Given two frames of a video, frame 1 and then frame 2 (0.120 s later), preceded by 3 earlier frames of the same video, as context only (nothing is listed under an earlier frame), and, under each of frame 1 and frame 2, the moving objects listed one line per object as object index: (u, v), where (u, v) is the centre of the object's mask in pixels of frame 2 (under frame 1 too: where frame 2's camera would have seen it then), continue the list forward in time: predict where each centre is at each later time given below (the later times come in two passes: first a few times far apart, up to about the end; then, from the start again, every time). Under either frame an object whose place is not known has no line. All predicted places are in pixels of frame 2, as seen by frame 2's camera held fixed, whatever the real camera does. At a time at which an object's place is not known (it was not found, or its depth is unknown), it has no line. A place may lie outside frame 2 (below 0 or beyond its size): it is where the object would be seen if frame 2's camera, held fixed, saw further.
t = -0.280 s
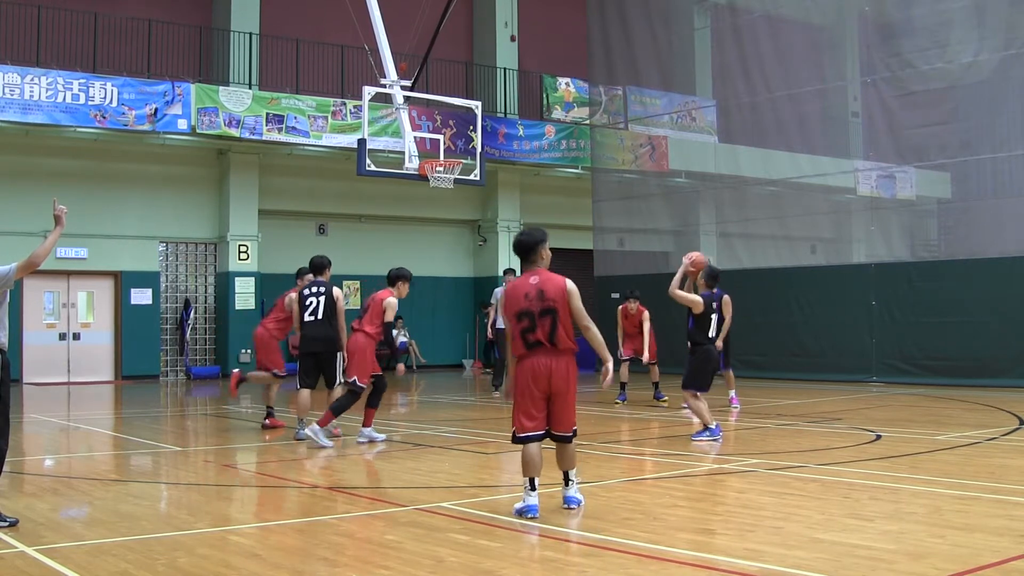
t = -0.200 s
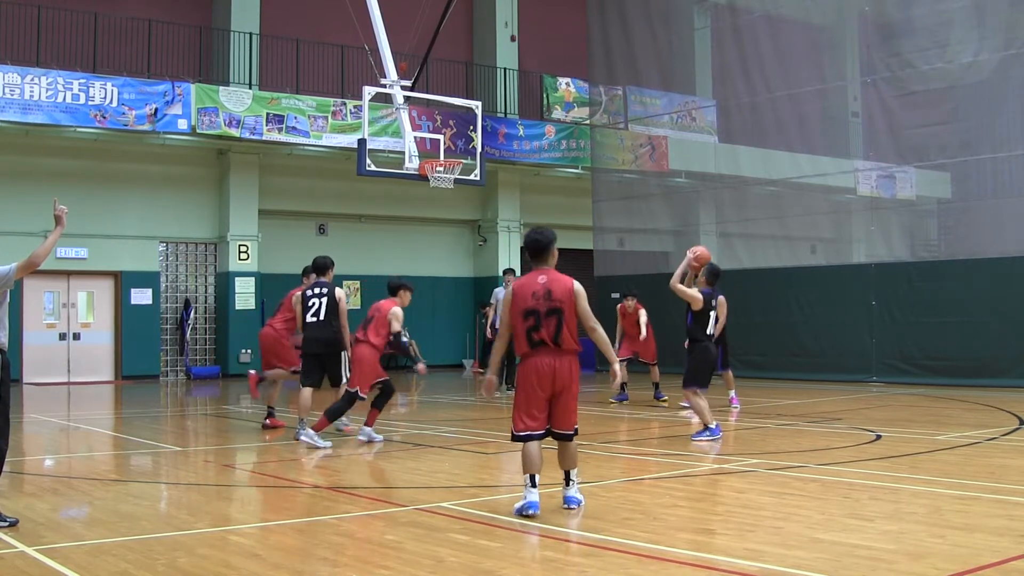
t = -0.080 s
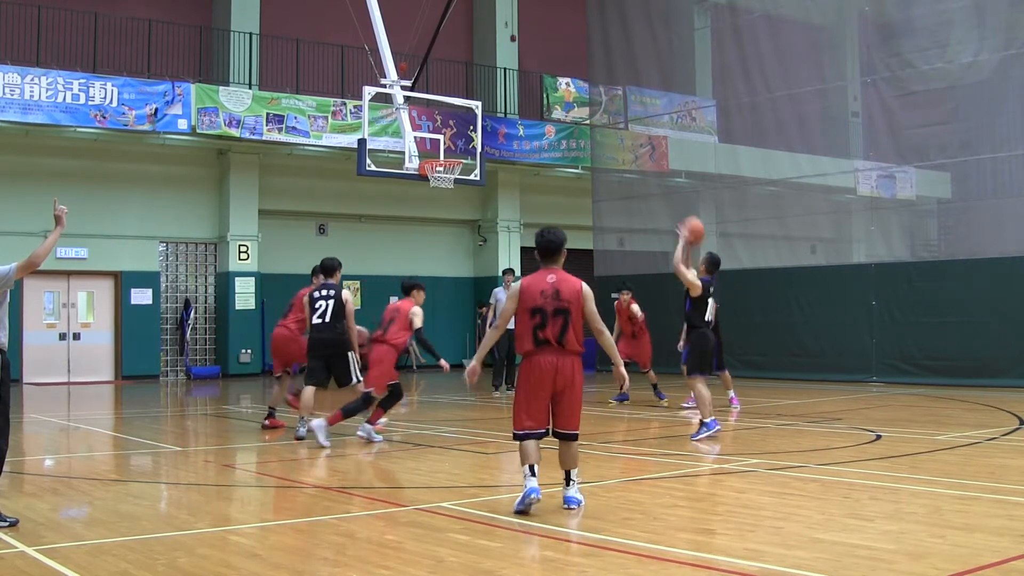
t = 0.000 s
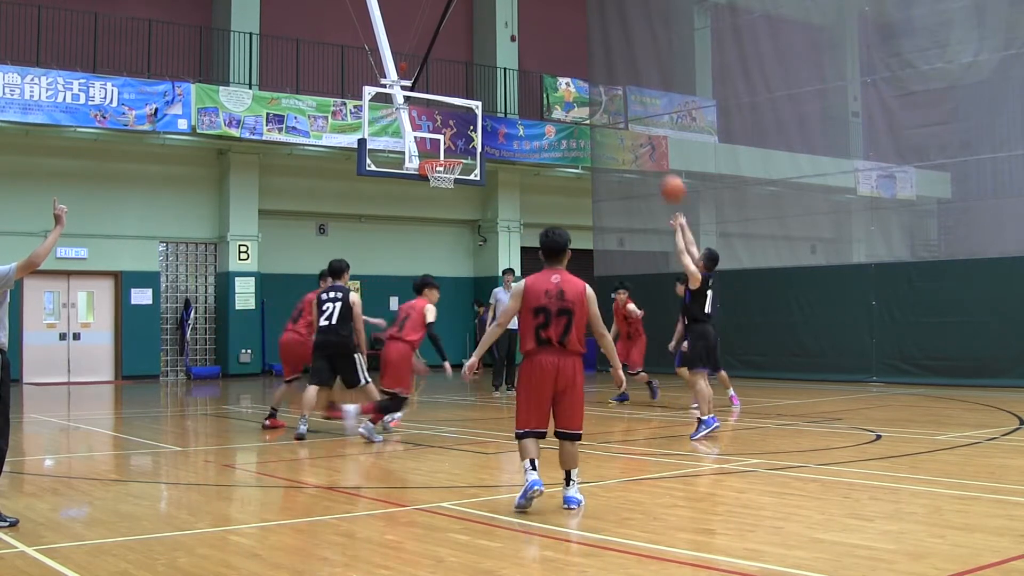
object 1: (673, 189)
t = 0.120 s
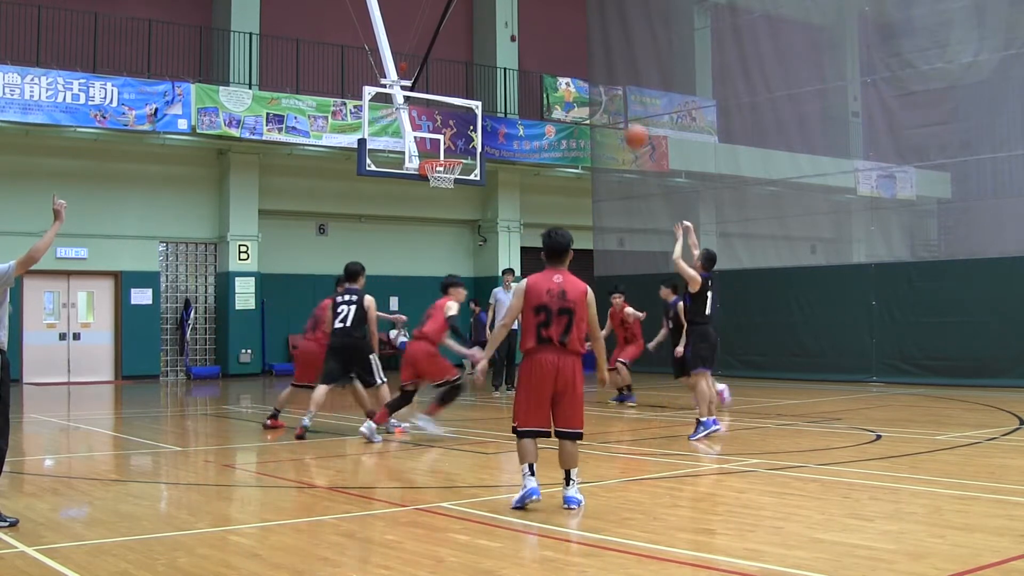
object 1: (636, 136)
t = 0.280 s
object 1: (592, 92)
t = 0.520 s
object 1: (534, 73)
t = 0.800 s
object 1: (476, 111)
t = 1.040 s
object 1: (436, 178)
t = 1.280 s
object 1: (444, 223)
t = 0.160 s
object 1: (625, 123)
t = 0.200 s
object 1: (614, 110)
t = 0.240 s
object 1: (602, 100)
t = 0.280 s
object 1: (592, 92)
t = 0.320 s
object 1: (582, 84)
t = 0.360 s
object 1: (572, 79)
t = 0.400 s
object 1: (562, 75)
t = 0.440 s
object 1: (552, 73)
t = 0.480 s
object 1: (543, 72)
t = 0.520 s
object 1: (534, 73)
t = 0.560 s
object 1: (526, 74)
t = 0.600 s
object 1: (517, 77)
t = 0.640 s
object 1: (509, 81)
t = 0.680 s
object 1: (500, 87)
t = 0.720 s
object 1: (492, 94)
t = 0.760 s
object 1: (485, 102)
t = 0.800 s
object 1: (476, 111)
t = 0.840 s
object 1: (468, 121)
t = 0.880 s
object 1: (461, 133)
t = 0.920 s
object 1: (455, 145)
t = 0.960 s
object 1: (448, 154)
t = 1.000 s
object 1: (442, 168)
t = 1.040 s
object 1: (436, 178)
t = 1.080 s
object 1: (435, 181)
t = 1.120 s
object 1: (437, 187)
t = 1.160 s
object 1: (439, 195)
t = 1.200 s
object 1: (441, 203)
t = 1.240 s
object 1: (442, 213)
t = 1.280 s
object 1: (444, 223)
